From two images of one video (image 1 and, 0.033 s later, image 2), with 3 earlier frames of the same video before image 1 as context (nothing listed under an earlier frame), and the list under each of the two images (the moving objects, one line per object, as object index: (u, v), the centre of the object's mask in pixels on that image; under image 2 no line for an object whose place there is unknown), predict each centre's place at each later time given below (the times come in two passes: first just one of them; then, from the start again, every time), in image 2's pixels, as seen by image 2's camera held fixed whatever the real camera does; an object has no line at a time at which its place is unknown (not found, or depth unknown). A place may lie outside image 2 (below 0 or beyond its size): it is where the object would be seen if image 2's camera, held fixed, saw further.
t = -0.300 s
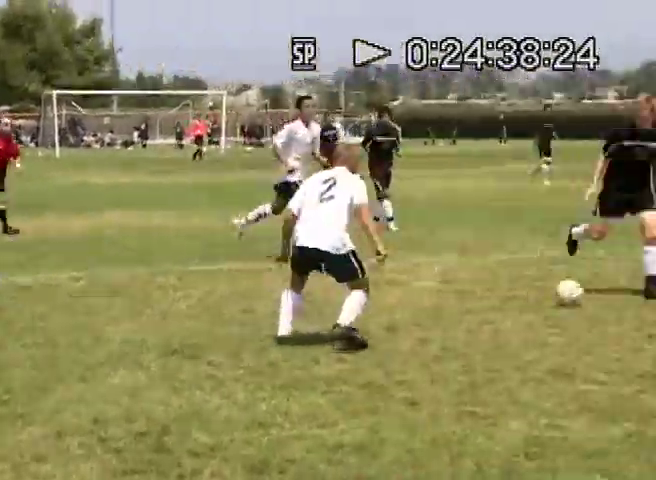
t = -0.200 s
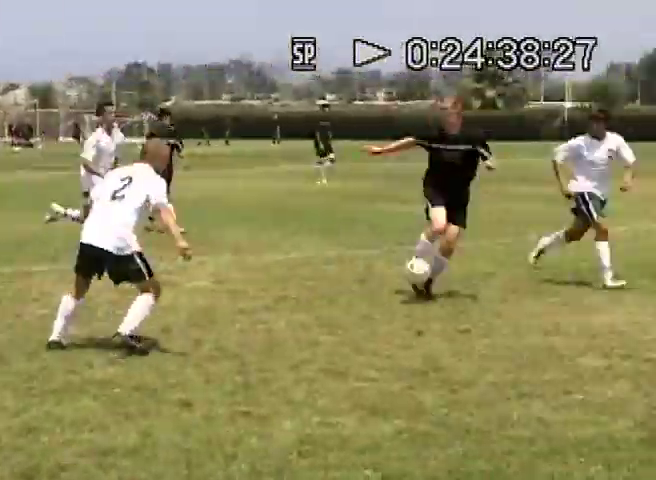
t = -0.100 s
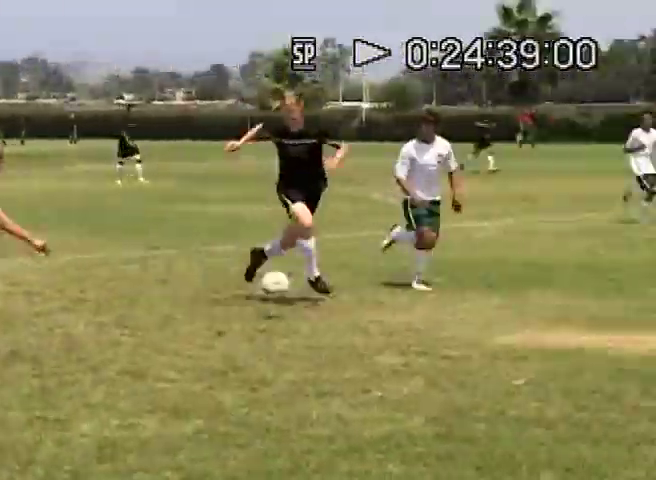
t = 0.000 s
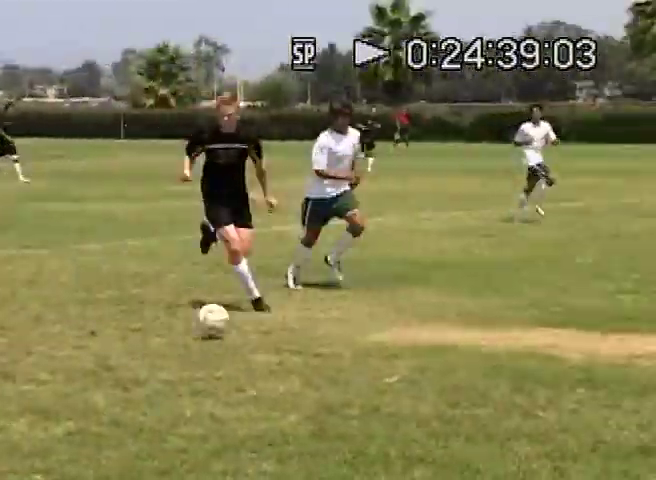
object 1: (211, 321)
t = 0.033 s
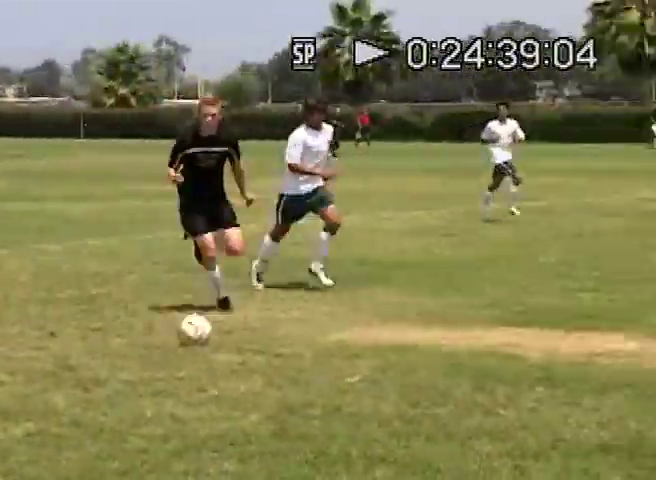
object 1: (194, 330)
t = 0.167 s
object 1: (282, 325)
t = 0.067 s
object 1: (214, 331)
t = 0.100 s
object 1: (237, 324)
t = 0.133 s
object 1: (259, 323)
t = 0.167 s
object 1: (282, 325)
